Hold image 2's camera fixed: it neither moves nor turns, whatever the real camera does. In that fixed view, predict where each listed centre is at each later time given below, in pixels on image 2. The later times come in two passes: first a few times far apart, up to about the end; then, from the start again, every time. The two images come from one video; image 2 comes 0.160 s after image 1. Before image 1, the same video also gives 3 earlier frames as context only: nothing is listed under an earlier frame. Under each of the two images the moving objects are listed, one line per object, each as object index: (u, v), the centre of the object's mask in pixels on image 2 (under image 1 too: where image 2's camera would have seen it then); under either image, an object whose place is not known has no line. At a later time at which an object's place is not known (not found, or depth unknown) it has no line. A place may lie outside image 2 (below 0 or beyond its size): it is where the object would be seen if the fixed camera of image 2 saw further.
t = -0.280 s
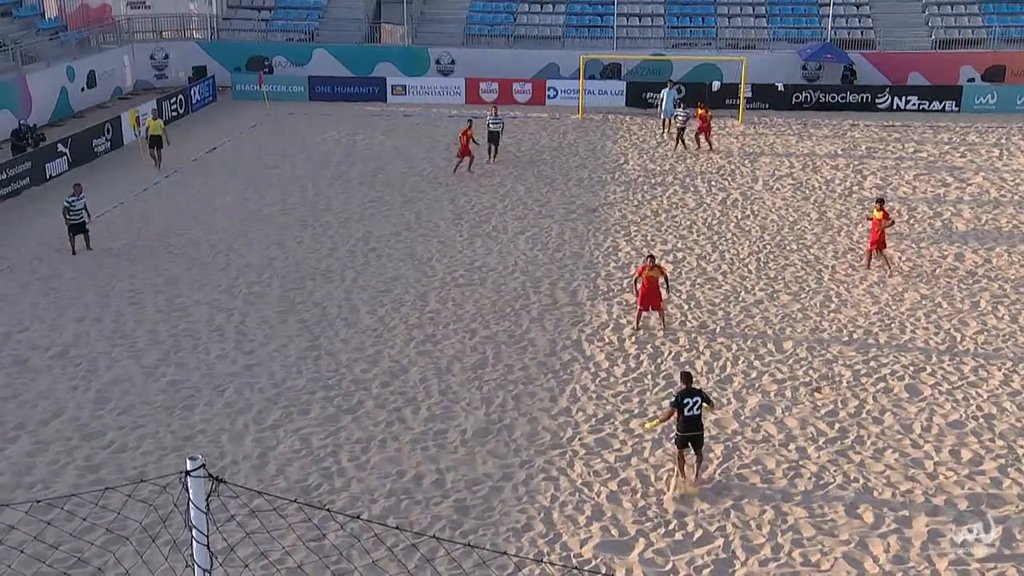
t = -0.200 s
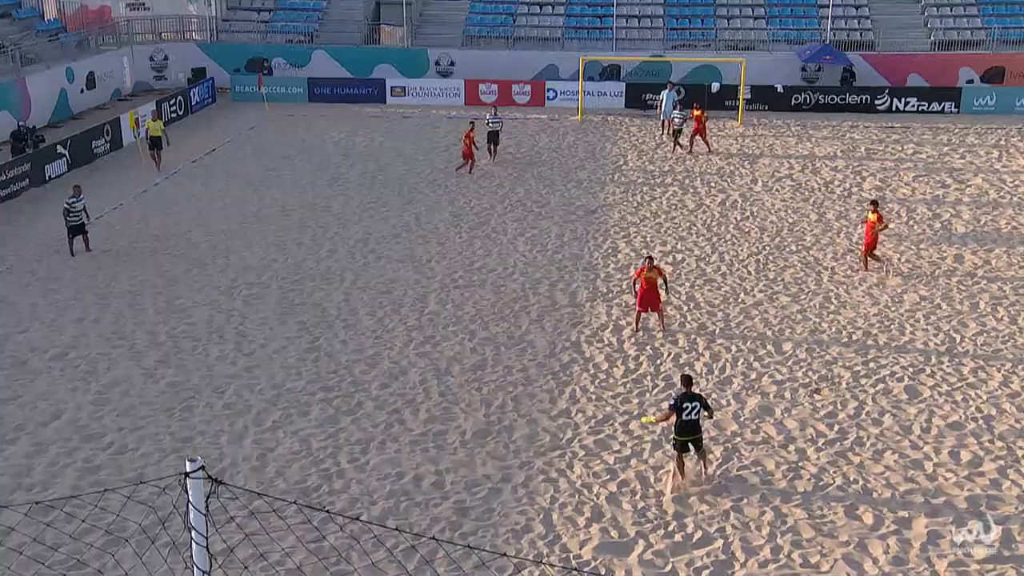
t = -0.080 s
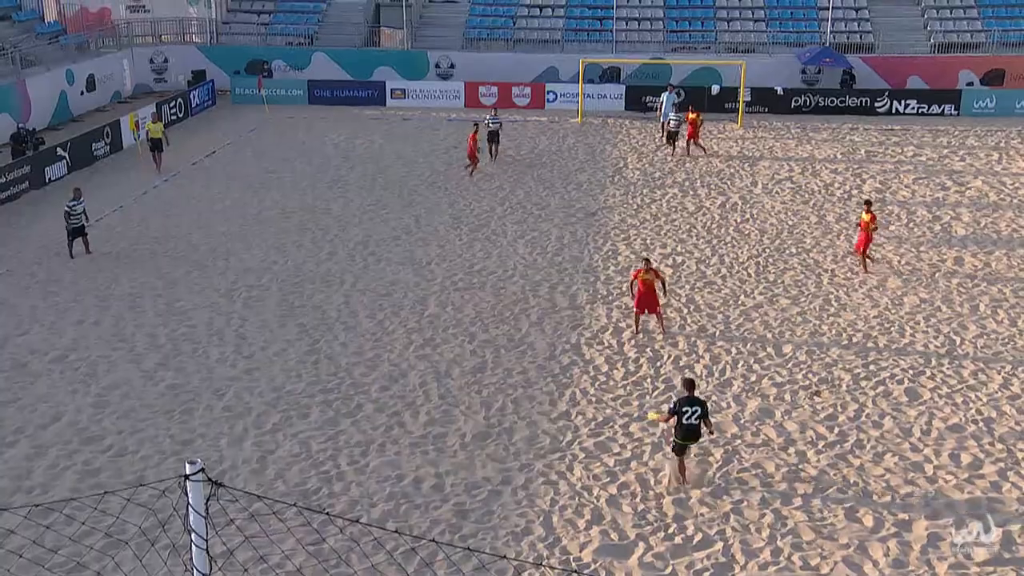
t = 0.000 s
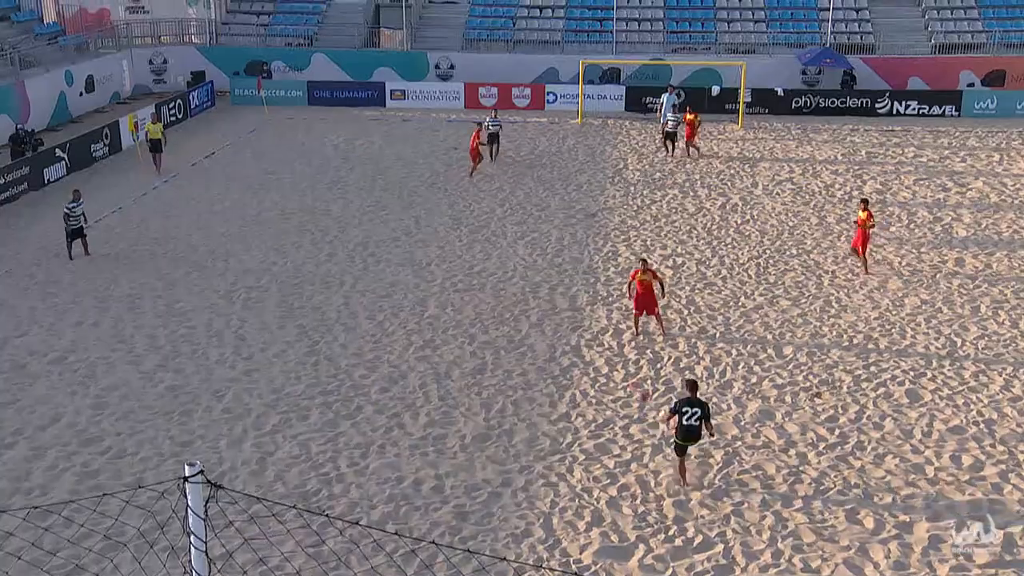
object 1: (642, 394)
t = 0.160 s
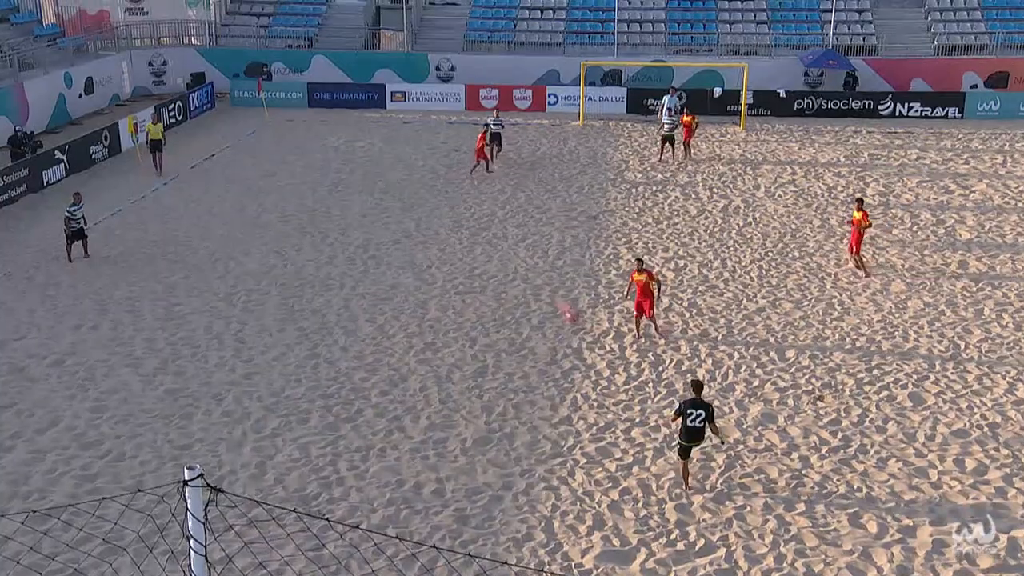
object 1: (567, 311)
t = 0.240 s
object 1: (533, 279)
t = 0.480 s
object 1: (446, 213)
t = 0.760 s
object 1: (357, 177)
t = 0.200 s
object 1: (552, 296)
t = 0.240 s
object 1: (533, 279)
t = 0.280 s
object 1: (518, 265)
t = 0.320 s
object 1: (503, 253)
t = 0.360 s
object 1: (489, 241)
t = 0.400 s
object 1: (474, 231)
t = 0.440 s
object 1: (460, 221)
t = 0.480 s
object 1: (446, 213)
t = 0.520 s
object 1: (432, 205)
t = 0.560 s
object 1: (419, 197)
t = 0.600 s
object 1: (405, 191)
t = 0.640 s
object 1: (393, 187)
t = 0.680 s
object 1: (381, 183)
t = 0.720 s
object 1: (368, 180)
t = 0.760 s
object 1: (357, 177)
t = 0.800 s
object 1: (346, 176)
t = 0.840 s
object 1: (335, 175)
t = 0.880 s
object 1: (324, 175)
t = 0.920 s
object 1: (313, 176)
